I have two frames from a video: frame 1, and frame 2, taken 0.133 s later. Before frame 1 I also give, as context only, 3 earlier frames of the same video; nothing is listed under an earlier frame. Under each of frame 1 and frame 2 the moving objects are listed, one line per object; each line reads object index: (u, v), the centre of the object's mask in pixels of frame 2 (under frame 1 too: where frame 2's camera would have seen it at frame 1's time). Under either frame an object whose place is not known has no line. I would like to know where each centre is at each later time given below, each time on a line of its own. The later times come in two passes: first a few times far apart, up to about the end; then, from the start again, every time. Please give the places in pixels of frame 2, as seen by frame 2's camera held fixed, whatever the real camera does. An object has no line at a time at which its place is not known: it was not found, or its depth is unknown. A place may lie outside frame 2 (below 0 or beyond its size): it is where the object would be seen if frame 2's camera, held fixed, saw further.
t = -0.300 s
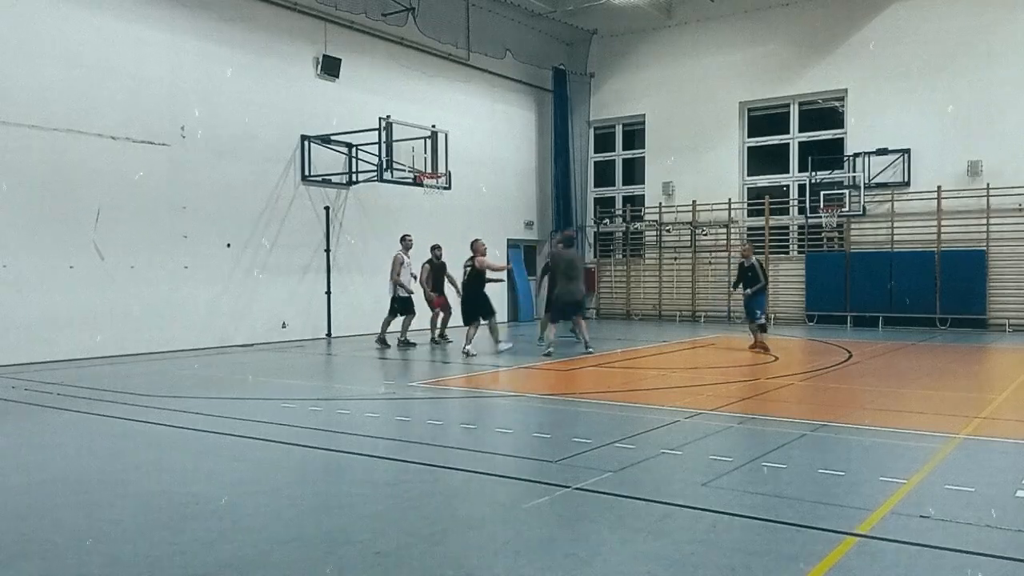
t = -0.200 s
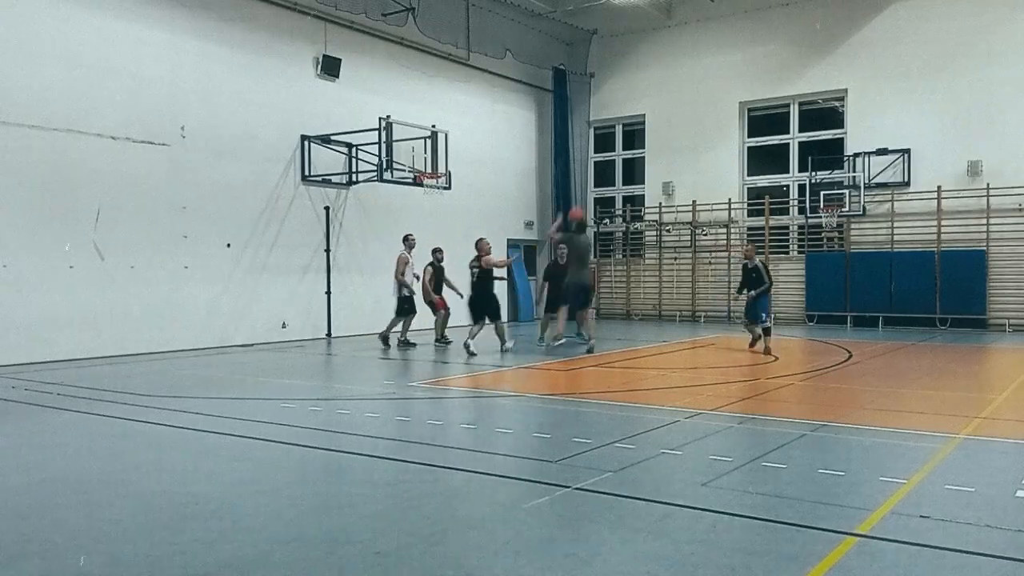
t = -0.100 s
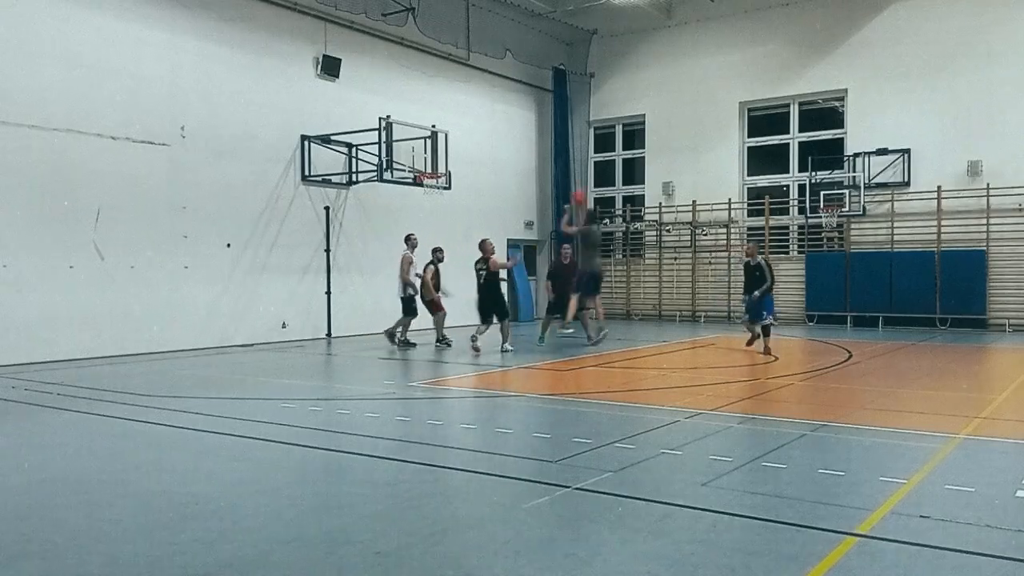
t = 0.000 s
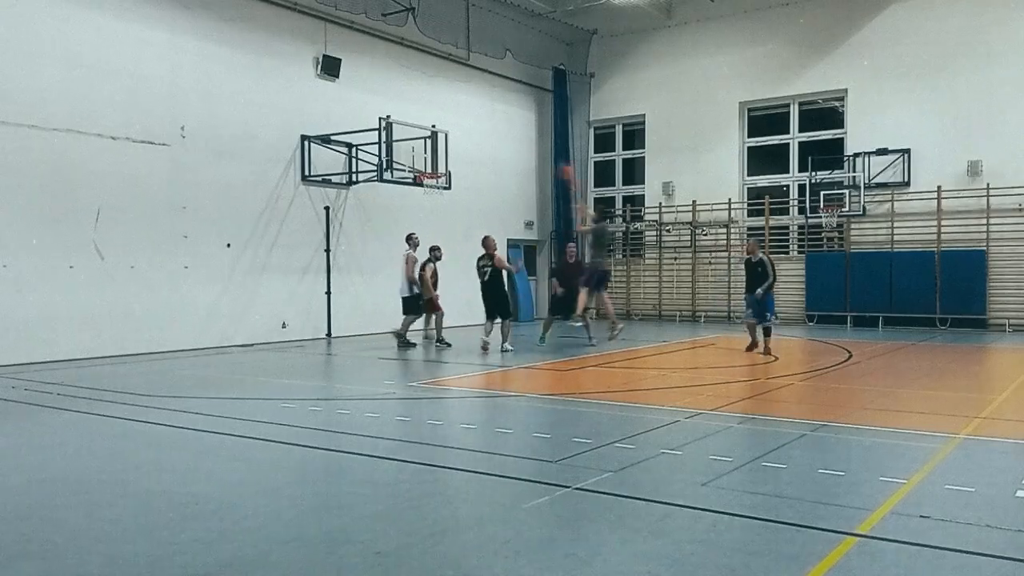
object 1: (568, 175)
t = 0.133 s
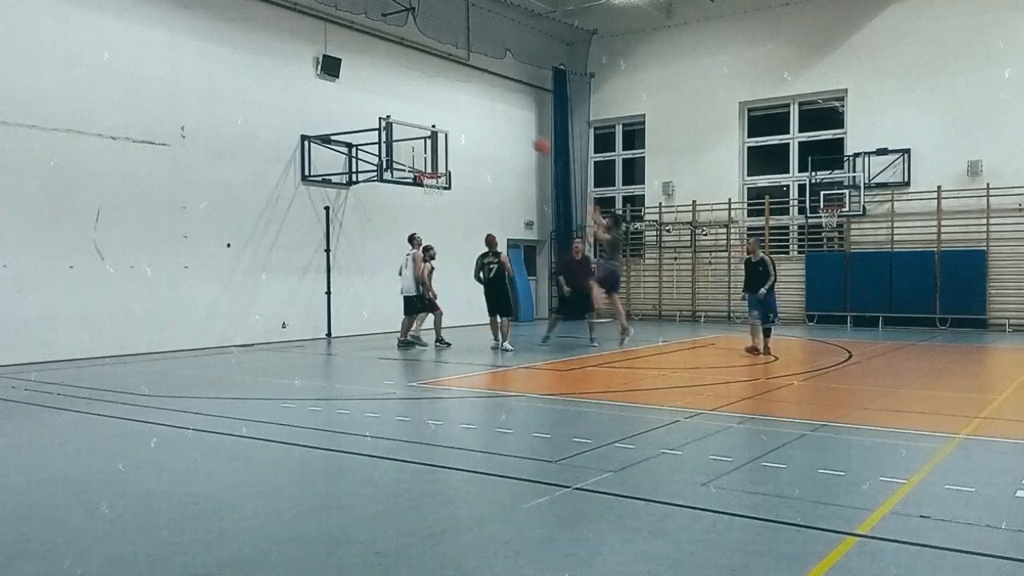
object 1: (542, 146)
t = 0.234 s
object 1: (524, 133)
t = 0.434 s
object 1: (490, 125)
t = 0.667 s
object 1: (455, 145)
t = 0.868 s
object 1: (427, 185)
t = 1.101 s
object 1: (412, 223)
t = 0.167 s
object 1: (537, 143)
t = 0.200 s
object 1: (529, 137)
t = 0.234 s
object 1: (524, 133)
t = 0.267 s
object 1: (518, 130)
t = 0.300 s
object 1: (512, 128)
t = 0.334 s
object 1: (508, 127)
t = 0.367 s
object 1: (502, 125)
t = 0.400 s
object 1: (496, 125)
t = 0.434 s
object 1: (490, 125)
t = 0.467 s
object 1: (485, 127)
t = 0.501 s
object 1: (480, 128)
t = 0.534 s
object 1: (475, 130)
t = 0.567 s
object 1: (470, 133)
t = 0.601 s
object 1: (464, 137)
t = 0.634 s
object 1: (459, 141)
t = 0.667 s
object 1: (455, 145)
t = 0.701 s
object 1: (452, 150)
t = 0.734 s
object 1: (446, 156)
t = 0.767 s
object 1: (441, 161)
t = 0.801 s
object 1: (438, 169)
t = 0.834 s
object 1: (433, 173)
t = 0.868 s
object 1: (427, 185)
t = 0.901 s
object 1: (422, 192)
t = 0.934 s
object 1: (421, 195)
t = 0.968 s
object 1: (419, 199)
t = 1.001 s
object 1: (417, 205)
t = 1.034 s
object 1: (416, 210)
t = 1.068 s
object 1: (414, 216)
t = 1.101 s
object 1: (412, 223)
